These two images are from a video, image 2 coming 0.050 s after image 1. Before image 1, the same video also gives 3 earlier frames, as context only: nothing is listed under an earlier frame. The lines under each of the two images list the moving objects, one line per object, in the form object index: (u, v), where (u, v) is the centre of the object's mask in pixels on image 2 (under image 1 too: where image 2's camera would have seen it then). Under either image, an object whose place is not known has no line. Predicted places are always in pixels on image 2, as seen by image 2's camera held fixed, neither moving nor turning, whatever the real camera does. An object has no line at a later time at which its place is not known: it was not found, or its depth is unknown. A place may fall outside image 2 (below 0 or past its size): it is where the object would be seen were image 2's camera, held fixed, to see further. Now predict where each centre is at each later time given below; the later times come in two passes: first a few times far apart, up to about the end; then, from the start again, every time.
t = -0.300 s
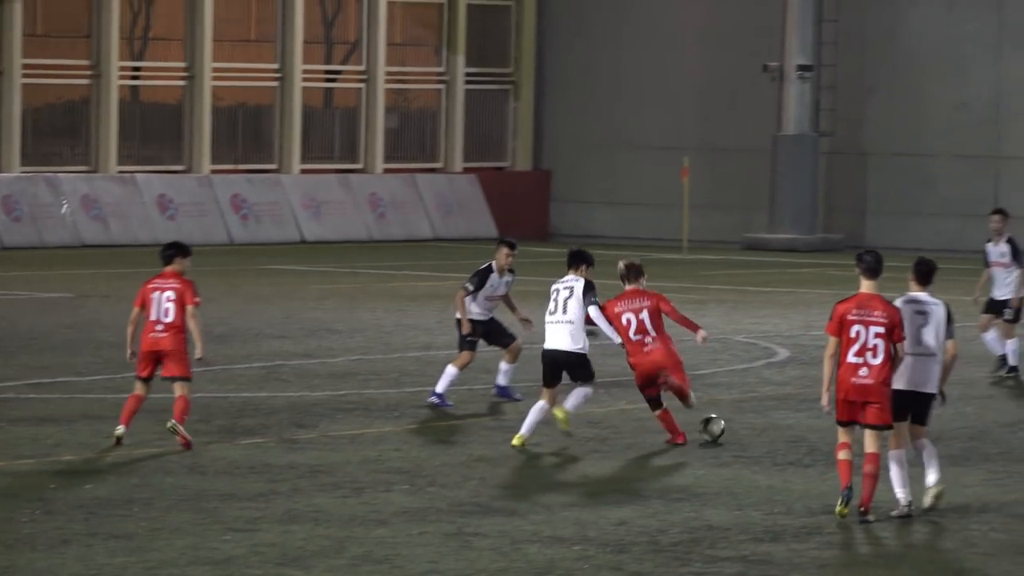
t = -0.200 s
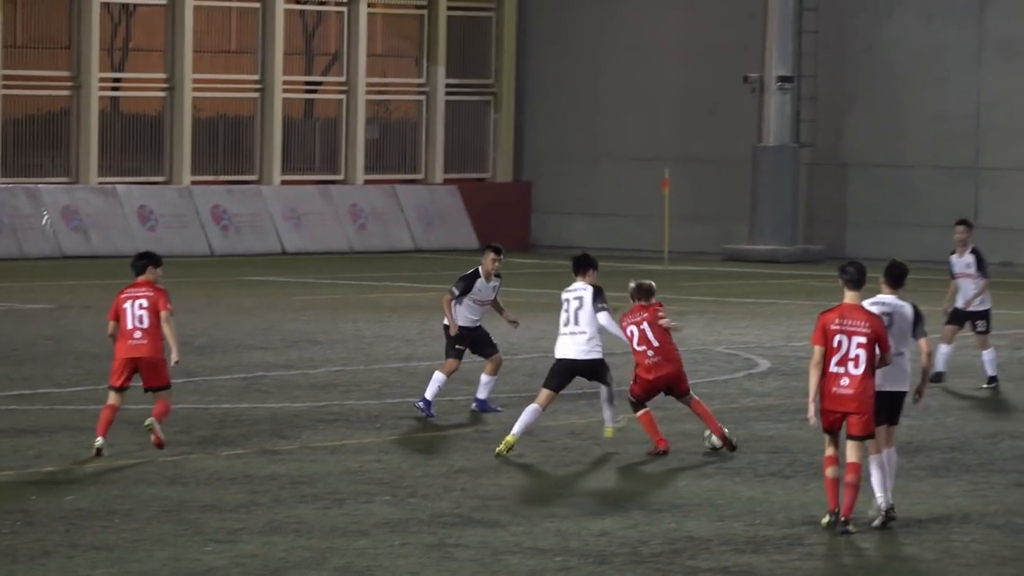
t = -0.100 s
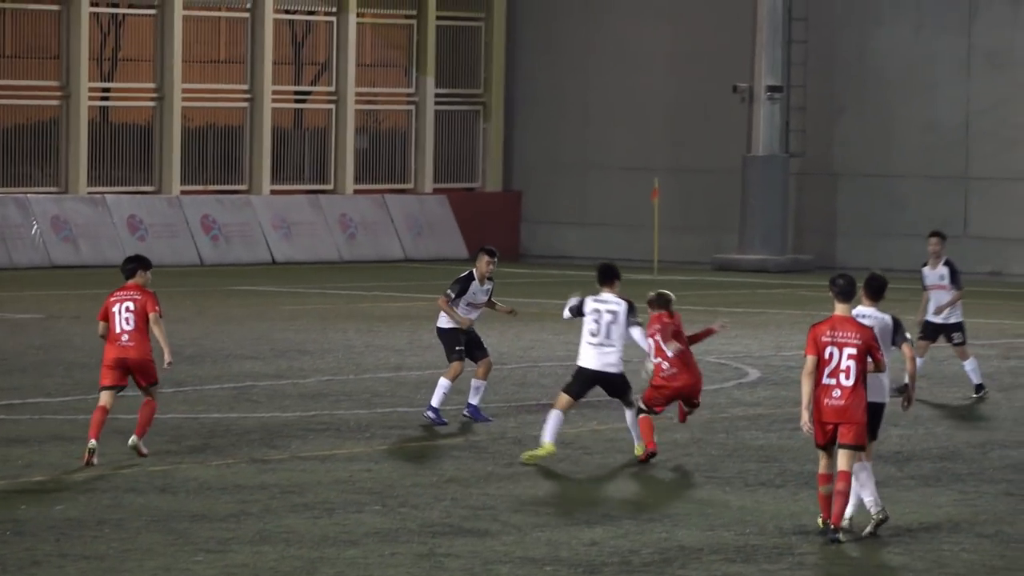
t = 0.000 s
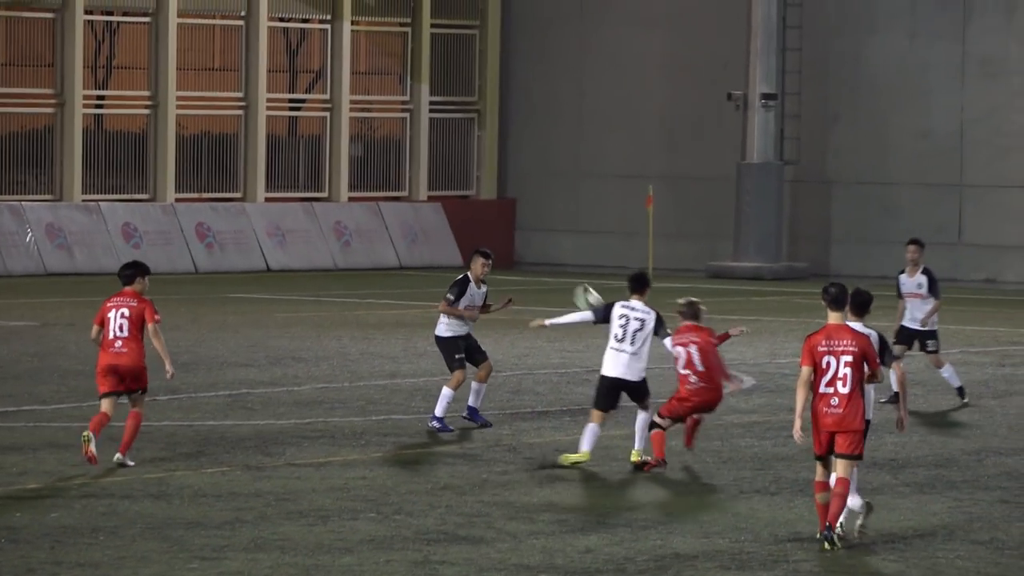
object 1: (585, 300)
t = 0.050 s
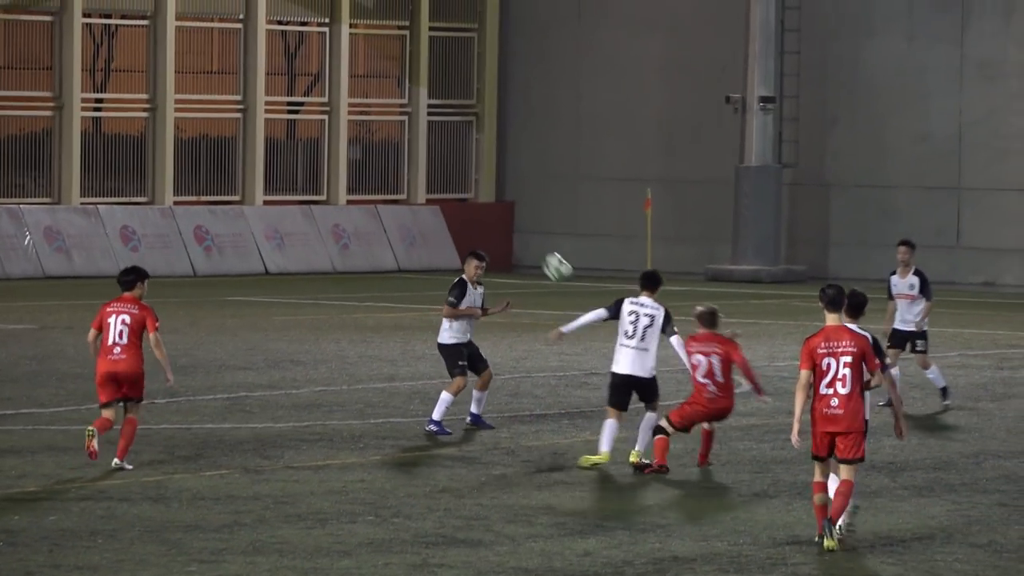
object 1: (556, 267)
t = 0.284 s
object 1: (437, 140)
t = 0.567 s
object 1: (315, 57)
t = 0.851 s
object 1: (215, 36)
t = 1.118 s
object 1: (133, 63)
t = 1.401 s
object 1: (54, 131)
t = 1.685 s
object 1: (-14, 237)
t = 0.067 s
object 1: (547, 256)
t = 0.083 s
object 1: (537, 245)
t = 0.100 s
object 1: (529, 235)
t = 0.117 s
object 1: (518, 224)
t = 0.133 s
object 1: (511, 216)
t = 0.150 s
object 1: (502, 206)
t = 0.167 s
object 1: (493, 196)
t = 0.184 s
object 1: (486, 188)
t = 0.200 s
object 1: (476, 179)
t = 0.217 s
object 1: (468, 171)
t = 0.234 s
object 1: (460, 162)
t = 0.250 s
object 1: (452, 155)
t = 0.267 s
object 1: (443, 147)
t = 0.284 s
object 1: (437, 140)
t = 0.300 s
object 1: (429, 134)
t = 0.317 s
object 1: (420, 127)
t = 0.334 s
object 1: (411, 120)
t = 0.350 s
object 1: (405, 114)
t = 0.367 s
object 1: (398, 109)
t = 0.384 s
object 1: (390, 102)
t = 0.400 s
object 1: (383, 97)
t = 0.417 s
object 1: (376, 92)
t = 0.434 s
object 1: (369, 88)
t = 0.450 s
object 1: (361, 82)
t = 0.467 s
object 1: (356, 78)
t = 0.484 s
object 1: (348, 75)
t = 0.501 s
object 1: (341, 70)
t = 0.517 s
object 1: (335, 67)
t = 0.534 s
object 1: (328, 62)
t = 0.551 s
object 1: (322, 60)
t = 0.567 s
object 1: (315, 57)
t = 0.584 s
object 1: (310, 54)
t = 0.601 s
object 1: (303, 51)
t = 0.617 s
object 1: (296, 49)
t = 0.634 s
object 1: (291, 47)
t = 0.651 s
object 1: (284, 44)
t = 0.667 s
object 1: (278, 43)
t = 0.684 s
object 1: (272, 41)
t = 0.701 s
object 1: (267, 41)
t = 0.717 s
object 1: (260, 39)
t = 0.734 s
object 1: (254, 38)
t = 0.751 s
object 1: (248, 37)
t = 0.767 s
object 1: (243, 36)
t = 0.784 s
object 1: (238, 36)
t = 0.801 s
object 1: (231, 35)
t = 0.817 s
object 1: (227, 35)
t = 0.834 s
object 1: (220, 35)
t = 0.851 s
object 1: (215, 36)
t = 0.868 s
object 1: (209, 36)
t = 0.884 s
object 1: (204, 37)
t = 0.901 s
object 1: (199, 37)
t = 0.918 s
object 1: (193, 38)
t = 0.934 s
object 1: (189, 40)
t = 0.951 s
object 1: (182, 41)
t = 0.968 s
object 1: (178, 43)
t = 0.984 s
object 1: (173, 44)
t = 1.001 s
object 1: (168, 46)
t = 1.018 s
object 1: (163, 48)
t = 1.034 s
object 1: (157, 50)
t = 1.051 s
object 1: (152, 51)
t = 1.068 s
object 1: (147, 54)
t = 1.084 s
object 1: (143, 57)
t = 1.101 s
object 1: (138, 60)
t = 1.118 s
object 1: (133, 63)
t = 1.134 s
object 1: (129, 66)
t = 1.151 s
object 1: (124, 69)
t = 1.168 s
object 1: (119, 72)
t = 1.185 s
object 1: (114, 75)
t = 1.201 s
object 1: (109, 79)
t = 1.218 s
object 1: (104, 82)
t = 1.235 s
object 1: (100, 87)
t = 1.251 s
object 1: (96, 91)
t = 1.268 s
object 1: (90, 95)
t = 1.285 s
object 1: (87, 100)
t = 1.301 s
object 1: (82, 103)
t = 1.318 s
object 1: (78, 108)
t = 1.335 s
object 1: (73, 113)
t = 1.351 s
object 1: (70, 118)
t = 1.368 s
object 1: (64, 123)
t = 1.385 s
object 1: (60, 127)
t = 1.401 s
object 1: (54, 131)
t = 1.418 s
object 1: (51, 138)
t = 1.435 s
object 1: (46, 142)
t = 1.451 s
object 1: (42, 149)
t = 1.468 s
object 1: (38, 155)
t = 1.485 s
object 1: (34, 160)
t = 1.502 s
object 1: (30, 167)
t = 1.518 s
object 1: (25, 172)
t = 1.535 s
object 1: (21, 178)
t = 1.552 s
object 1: (17, 184)
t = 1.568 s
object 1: (13, 192)
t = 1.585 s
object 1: (9, 197)
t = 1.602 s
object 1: (5, 204)
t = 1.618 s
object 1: (1, 211)
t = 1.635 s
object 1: (-3, 218)
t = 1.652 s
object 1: (-6, 226)
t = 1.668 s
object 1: (-12, 231)
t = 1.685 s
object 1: (-14, 237)
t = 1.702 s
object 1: (-20, 245)
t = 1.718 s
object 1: (-24, 253)
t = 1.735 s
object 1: (-29, 261)
